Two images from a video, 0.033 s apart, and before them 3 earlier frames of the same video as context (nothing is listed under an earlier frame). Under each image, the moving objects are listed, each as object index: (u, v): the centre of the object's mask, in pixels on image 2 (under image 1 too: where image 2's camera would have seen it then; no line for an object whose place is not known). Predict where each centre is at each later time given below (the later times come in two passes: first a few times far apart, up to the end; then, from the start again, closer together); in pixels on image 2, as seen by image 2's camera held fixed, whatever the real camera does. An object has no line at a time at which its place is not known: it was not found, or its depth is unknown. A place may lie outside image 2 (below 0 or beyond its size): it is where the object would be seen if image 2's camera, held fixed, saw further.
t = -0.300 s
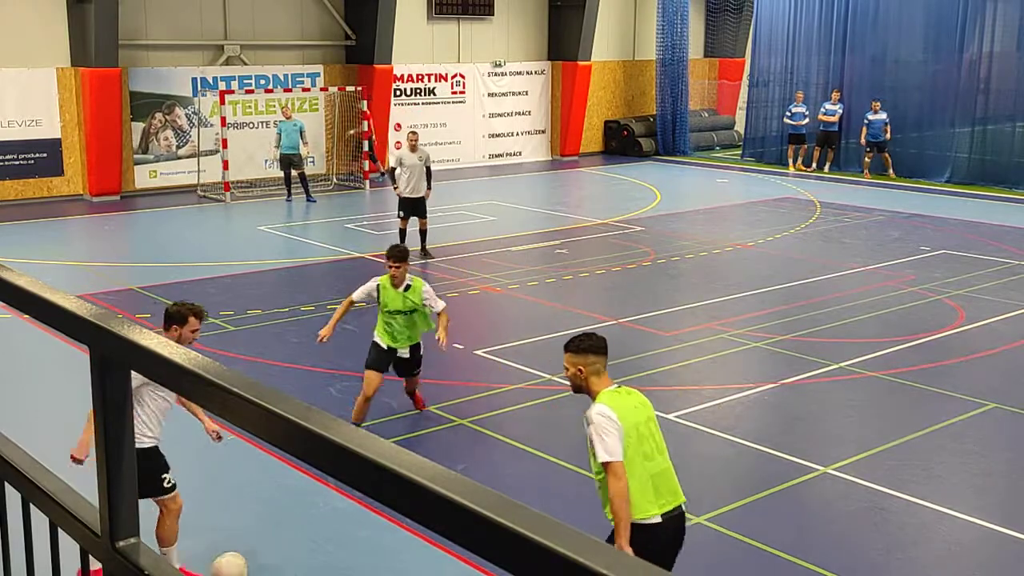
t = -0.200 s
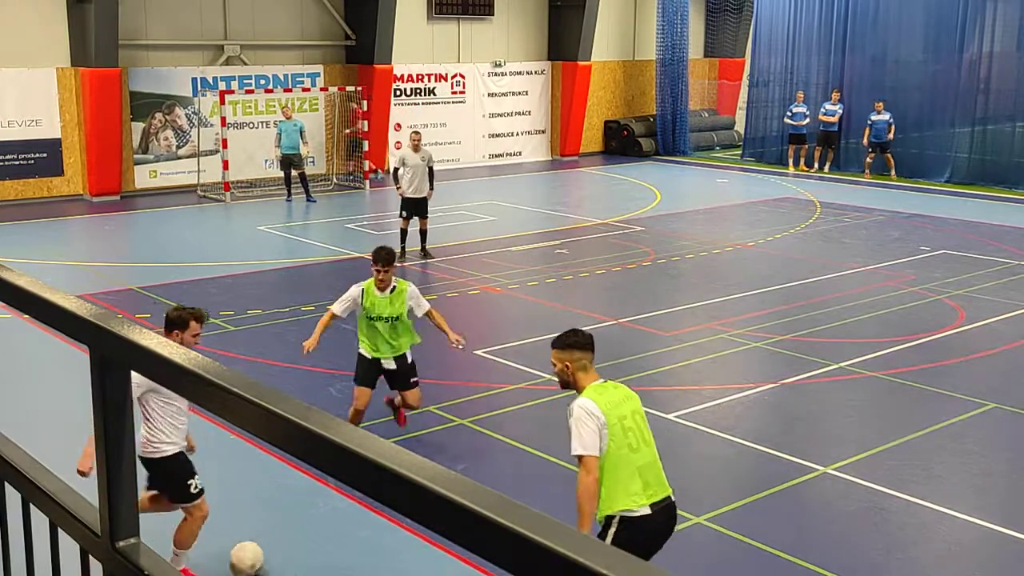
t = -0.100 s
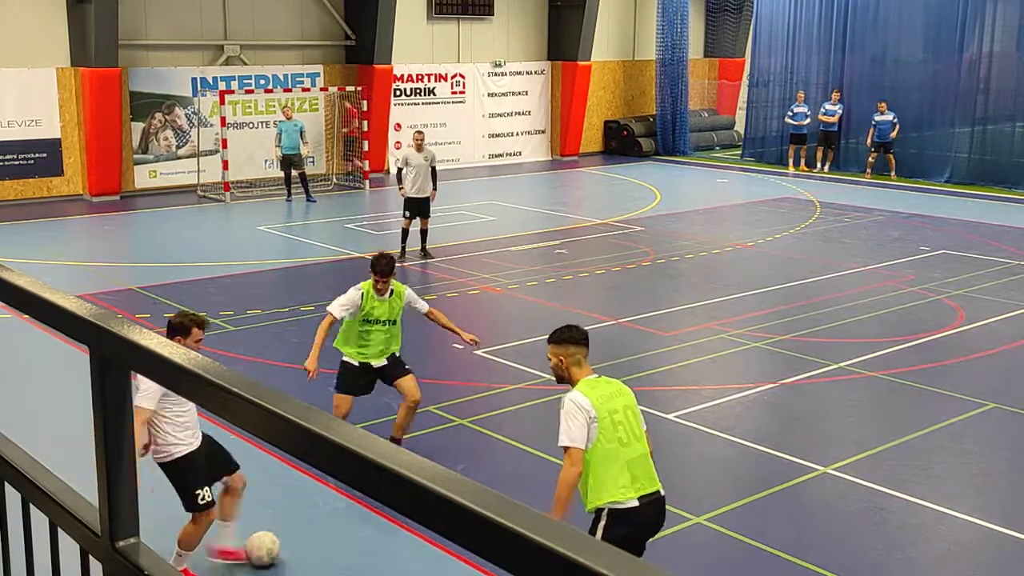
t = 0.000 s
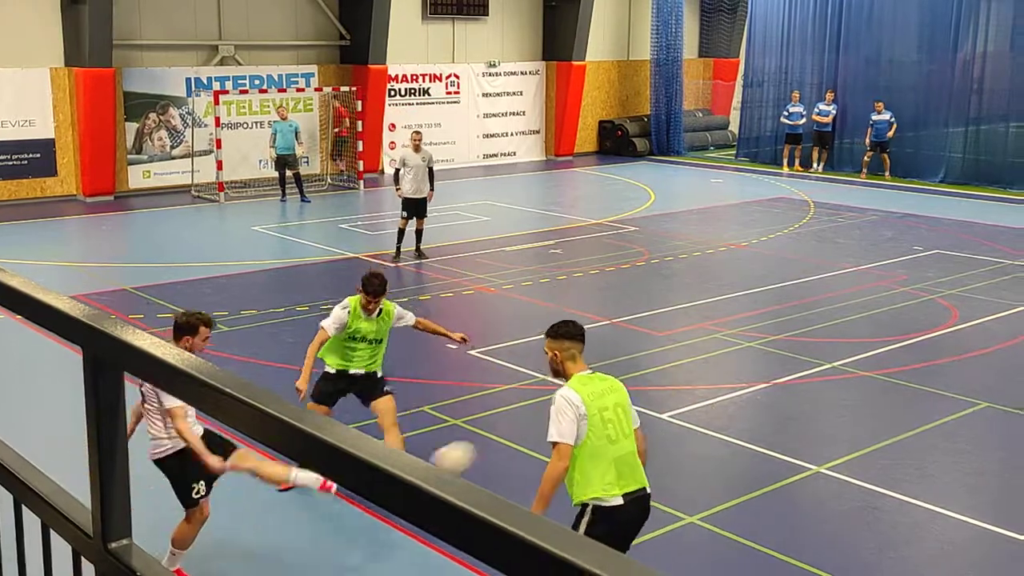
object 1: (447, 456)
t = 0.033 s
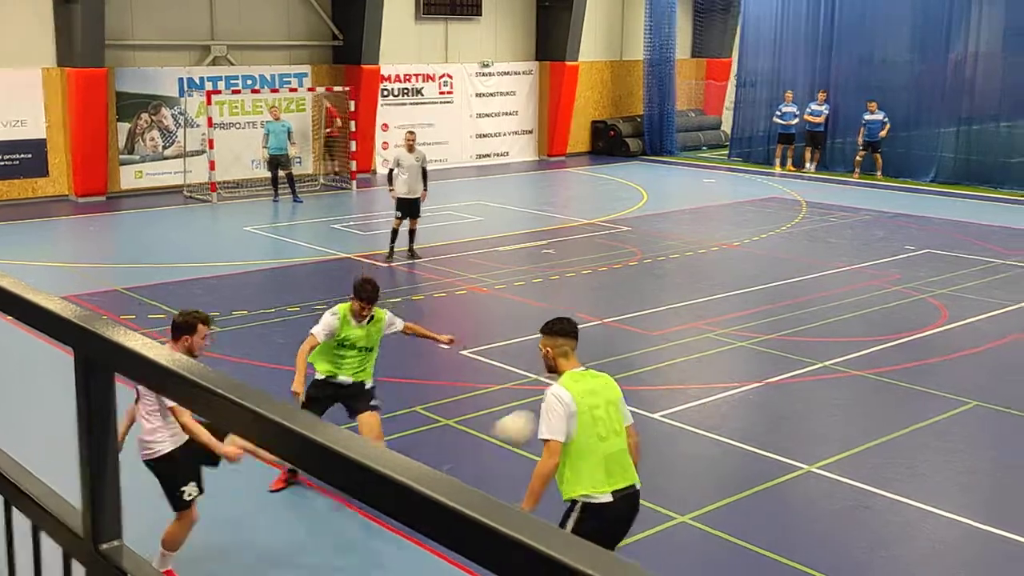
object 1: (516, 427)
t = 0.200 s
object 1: (858, 295)
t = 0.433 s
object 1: (1345, 164)
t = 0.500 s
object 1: (1488, 140)
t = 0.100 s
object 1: (654, 371)
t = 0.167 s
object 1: (789, 319)
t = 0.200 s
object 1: (858, 295)
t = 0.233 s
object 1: (926, 273)
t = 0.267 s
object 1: (995, 252)
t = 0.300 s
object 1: (1062, 233)
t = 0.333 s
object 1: (1131, 213)
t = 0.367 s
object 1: (1203, 196)
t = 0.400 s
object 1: (1274, 178)
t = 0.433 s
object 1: (1345, 164)
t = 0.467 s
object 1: (1416, 149)
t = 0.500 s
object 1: (1488, 140)
